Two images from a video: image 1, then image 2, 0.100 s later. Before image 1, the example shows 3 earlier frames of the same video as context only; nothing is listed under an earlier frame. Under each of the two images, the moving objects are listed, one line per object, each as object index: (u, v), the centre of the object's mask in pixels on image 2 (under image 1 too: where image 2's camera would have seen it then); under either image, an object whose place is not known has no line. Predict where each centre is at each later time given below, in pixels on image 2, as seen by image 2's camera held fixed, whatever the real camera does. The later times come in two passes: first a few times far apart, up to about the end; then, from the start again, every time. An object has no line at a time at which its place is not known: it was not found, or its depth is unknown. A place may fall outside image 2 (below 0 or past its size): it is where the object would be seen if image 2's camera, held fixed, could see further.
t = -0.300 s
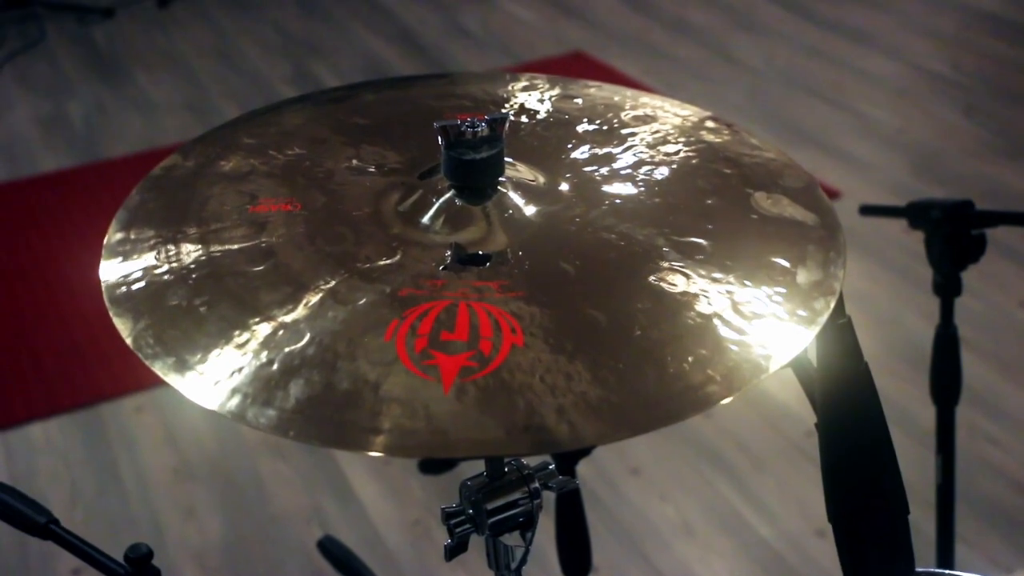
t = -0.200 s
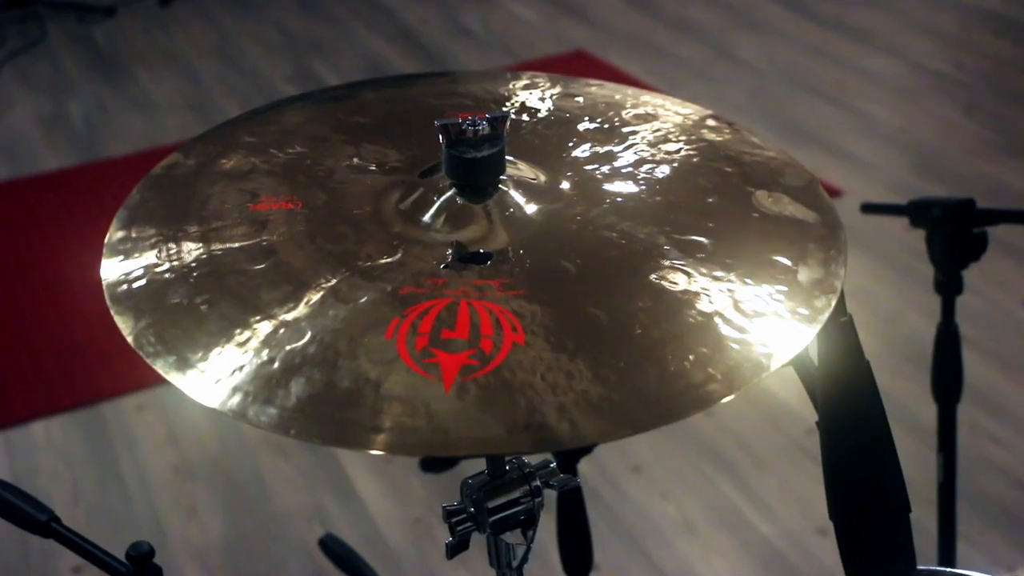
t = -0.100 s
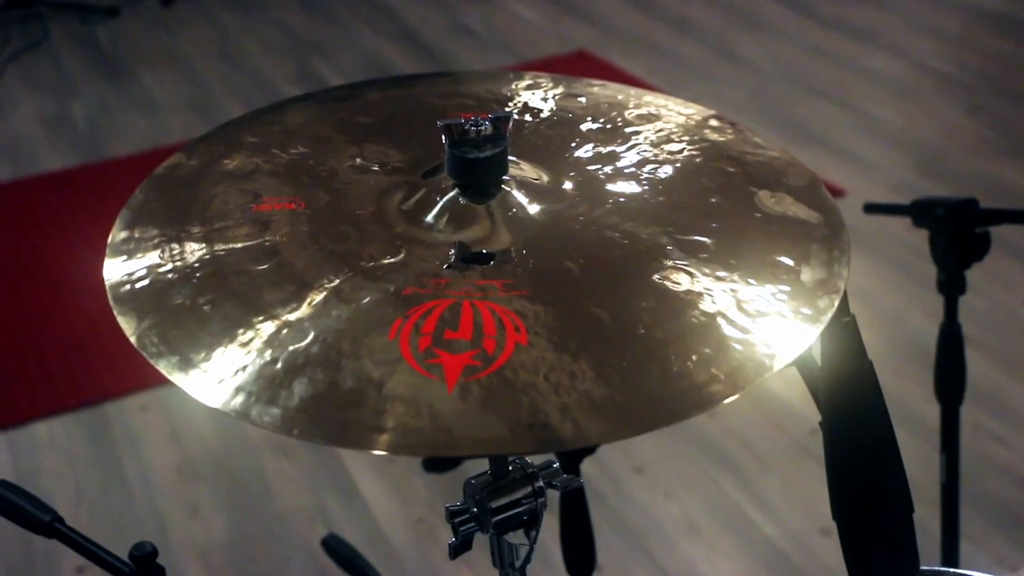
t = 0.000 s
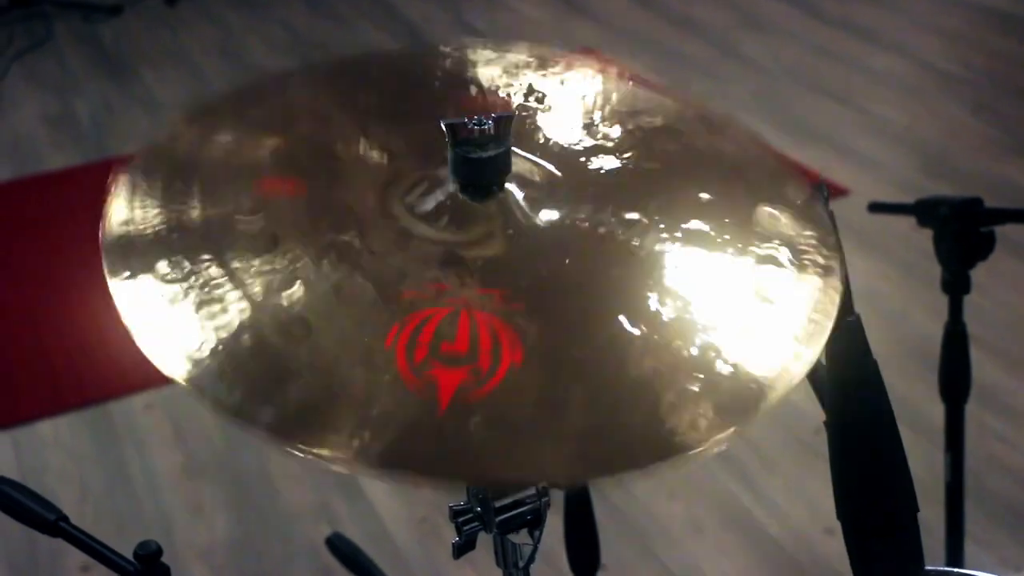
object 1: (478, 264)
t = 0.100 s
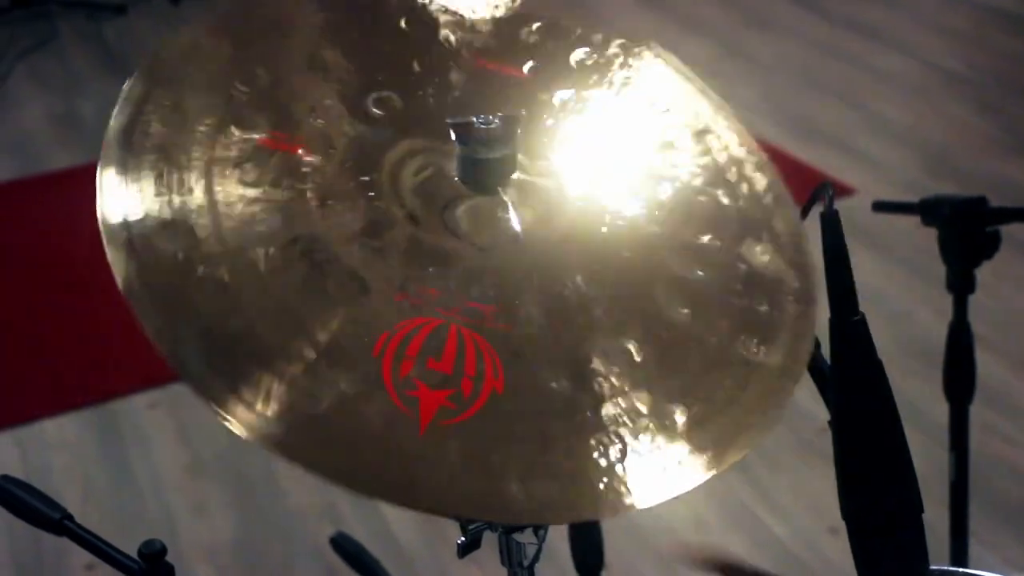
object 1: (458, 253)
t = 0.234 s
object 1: (466, 250)
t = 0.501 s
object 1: (496, 247)
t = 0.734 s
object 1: (486, 266)
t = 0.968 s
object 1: (474, 258)
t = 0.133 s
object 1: (457, 250)
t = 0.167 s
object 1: (459, 249)
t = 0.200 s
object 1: (461, 248)
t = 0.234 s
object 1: (466, 250)
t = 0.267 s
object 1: (470, 253)
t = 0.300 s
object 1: (477, 256)
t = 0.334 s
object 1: (482, 257)
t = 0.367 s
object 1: (488, 258)
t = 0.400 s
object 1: (495, 258)
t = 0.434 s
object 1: (493, 252)
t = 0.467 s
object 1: (493, 249)
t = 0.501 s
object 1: (496, 247)
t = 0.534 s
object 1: (496, 246)
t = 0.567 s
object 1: (497, 248)
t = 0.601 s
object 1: (495, 250)
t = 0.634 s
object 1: (495, 257)
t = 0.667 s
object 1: (493, 261)
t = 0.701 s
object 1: (492, 265)
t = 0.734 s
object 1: (486, 266)
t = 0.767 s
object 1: (482, 265)
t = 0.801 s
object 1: (480, 264)
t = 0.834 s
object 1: (477, 262)
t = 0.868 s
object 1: (474, 260)
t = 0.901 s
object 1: (473, 259)
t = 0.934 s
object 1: (473, 258)
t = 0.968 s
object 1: (474, 258)
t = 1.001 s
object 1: (477, 258)
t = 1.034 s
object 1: (479, 259)
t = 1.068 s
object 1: (482, 260)
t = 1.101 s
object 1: (485, 260)
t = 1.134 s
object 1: (486, 260)
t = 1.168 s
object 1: (491, 260)
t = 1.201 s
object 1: (491, 258)
